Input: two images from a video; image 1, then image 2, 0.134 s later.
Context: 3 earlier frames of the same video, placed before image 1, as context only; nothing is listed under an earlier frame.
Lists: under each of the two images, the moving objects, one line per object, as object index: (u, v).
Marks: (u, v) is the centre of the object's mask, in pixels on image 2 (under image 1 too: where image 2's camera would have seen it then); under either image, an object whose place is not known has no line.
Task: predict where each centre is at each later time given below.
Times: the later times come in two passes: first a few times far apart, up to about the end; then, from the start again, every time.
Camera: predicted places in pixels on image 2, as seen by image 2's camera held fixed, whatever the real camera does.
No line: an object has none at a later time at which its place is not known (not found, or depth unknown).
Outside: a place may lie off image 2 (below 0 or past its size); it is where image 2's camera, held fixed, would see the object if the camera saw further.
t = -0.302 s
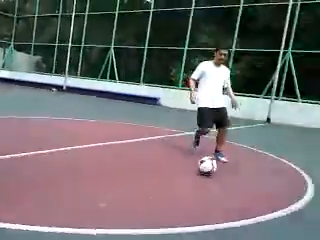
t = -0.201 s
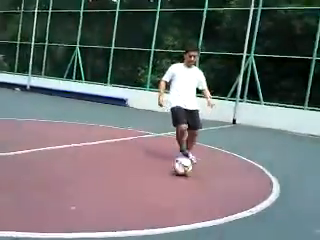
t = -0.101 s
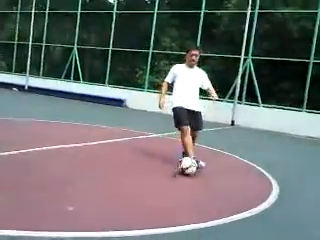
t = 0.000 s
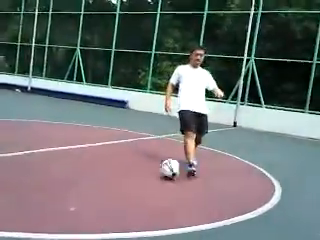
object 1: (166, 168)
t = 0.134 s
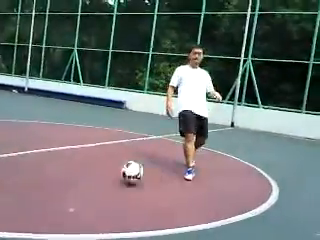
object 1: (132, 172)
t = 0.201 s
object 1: (111, 176)
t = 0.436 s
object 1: (50, 182)
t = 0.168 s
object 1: (121, 175)
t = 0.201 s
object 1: (111, 176)
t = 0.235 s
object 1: (103, 176)
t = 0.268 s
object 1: (96, 178)
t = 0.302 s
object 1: (88, 178)
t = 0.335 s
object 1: (79, 179)
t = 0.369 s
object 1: (71, 180)
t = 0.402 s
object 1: (59, 182)
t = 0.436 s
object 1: (50, 182)
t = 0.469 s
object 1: (40, 184)
